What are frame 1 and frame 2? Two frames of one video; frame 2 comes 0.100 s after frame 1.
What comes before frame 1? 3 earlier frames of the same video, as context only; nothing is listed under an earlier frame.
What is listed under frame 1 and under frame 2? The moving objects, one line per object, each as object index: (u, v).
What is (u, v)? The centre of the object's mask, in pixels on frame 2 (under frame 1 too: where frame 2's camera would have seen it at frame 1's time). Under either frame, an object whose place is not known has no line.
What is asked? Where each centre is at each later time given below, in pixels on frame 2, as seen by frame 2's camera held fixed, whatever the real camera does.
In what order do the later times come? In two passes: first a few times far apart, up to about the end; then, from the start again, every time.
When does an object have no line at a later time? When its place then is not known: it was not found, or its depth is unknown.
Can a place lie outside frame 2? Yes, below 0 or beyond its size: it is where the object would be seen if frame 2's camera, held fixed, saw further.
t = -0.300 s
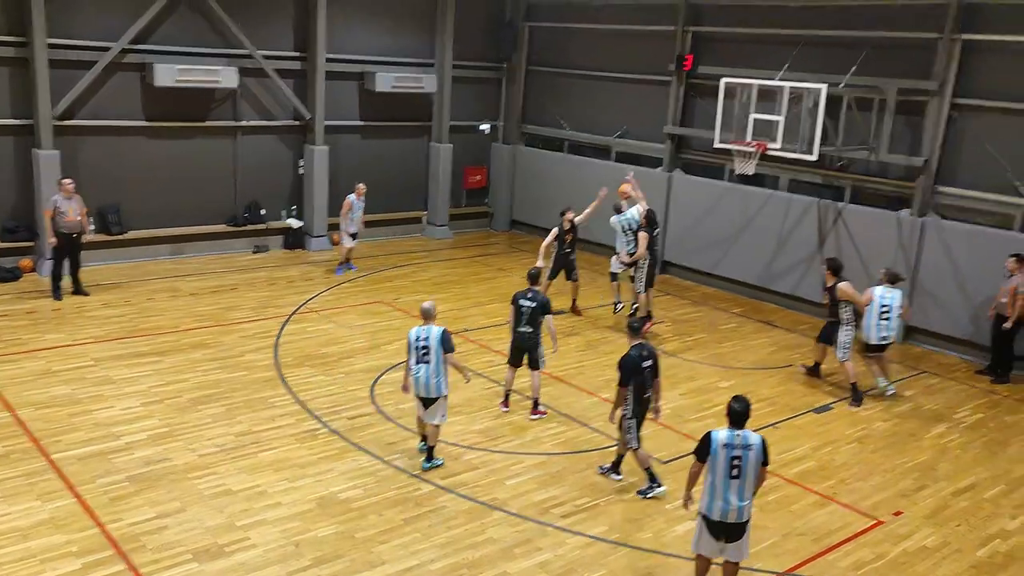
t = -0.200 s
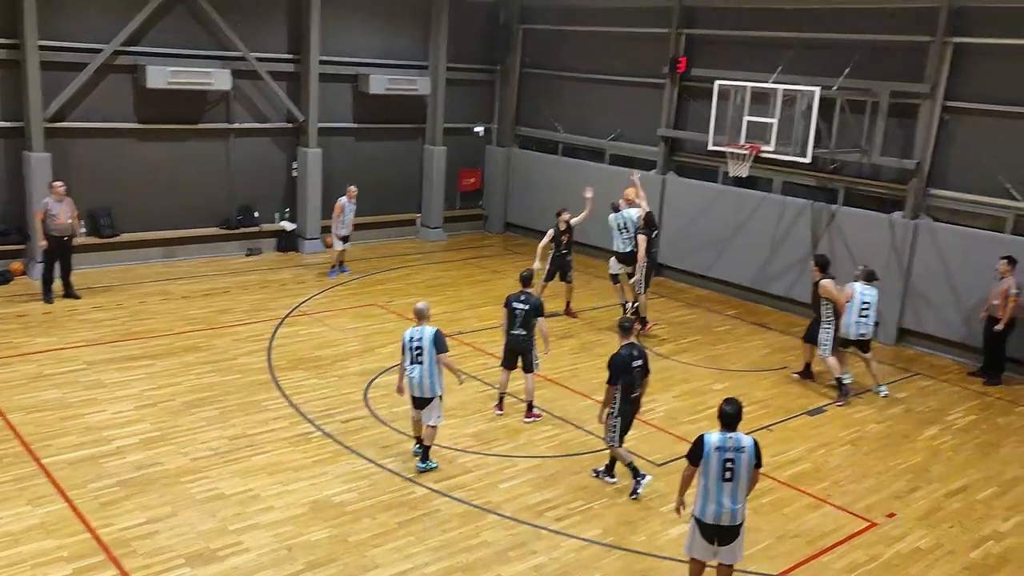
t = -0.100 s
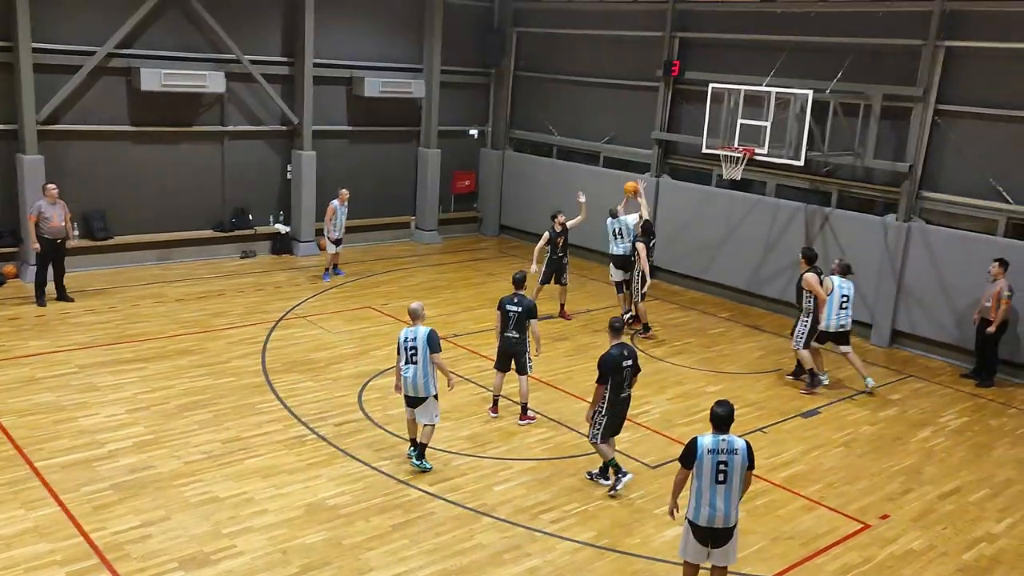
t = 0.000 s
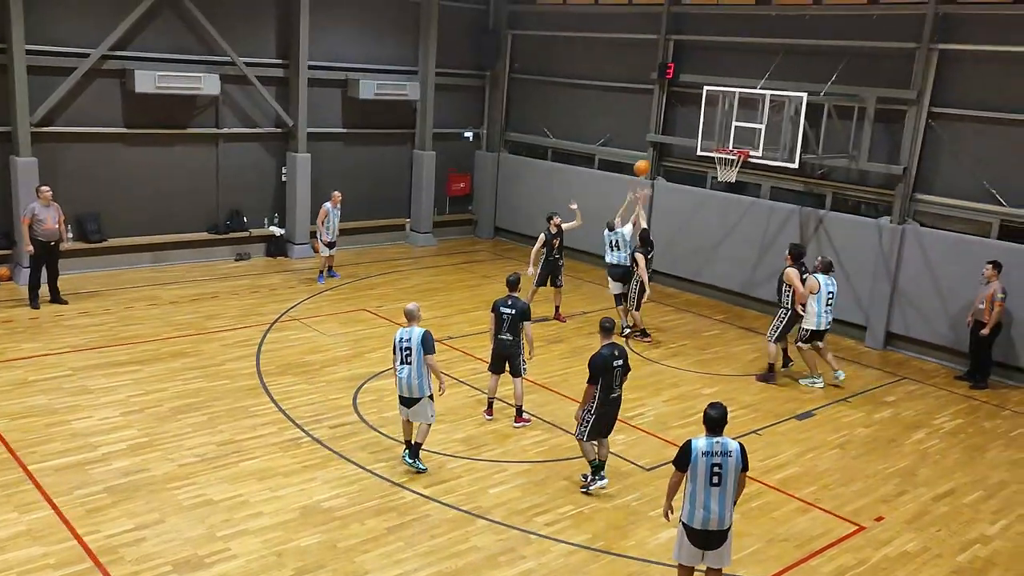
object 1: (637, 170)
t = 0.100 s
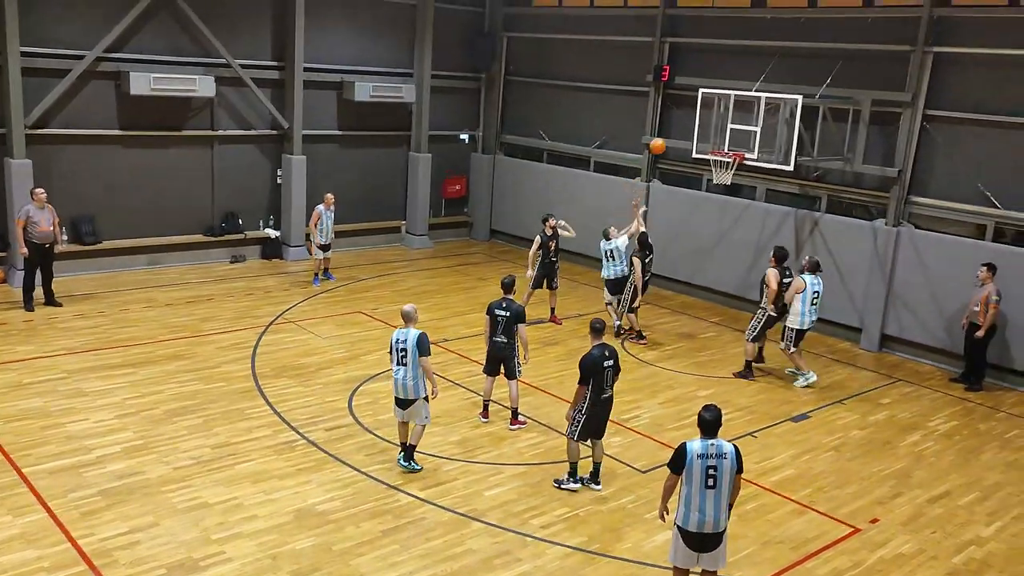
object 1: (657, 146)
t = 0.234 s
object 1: (684, 123)
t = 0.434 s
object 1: (722, 109)
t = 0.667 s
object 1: (743, 132)
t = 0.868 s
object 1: (756, 147)
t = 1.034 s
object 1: (771, 162)
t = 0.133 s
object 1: (664, 139)
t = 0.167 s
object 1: (671, 132)
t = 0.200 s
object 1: (678, 128)
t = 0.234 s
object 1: (684, 123)
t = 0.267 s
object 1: (690, 119)
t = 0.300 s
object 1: (697, 115)
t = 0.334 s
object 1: (704, 113)
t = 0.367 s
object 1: (709, 111)
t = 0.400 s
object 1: (716, 109)
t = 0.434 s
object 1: (722, 109)
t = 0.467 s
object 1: (728, 109)
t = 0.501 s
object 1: (735, 110)
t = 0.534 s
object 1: (740, 112)
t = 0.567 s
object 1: (741, 116)
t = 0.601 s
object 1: (742, 120)
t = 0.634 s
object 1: (743, 125)
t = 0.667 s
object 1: (743, 132)
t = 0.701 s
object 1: (744, 138)
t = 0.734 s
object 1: (744, 145)
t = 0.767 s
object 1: (746, 148)
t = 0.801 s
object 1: (750, 147)
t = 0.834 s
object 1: (753, 147)
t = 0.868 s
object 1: (756, 147)
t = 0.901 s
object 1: (760, 150)
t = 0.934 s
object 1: (762, 151)
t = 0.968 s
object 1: (765, 153)
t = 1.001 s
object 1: (768, 157)
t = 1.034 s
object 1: (771, 162)
